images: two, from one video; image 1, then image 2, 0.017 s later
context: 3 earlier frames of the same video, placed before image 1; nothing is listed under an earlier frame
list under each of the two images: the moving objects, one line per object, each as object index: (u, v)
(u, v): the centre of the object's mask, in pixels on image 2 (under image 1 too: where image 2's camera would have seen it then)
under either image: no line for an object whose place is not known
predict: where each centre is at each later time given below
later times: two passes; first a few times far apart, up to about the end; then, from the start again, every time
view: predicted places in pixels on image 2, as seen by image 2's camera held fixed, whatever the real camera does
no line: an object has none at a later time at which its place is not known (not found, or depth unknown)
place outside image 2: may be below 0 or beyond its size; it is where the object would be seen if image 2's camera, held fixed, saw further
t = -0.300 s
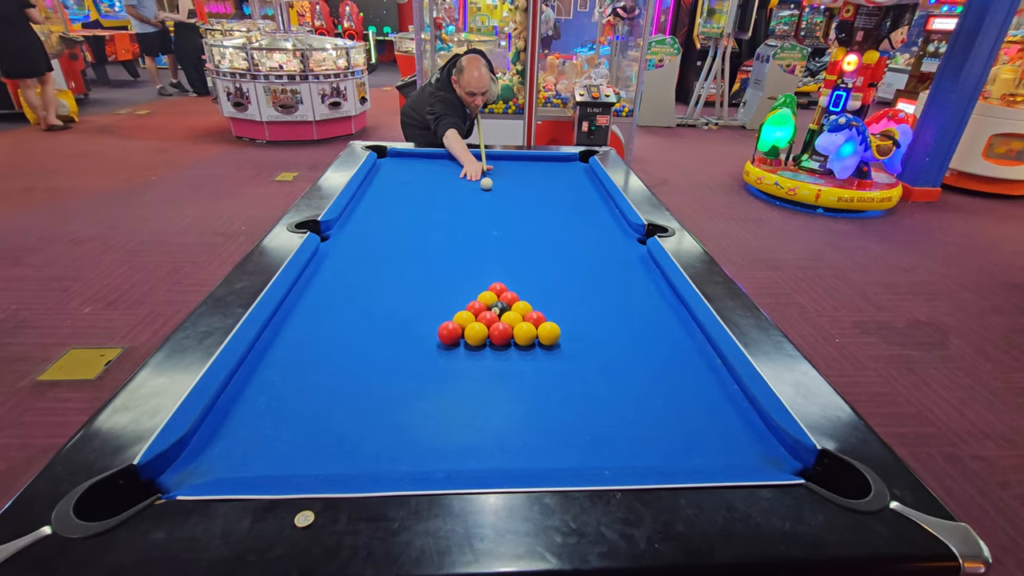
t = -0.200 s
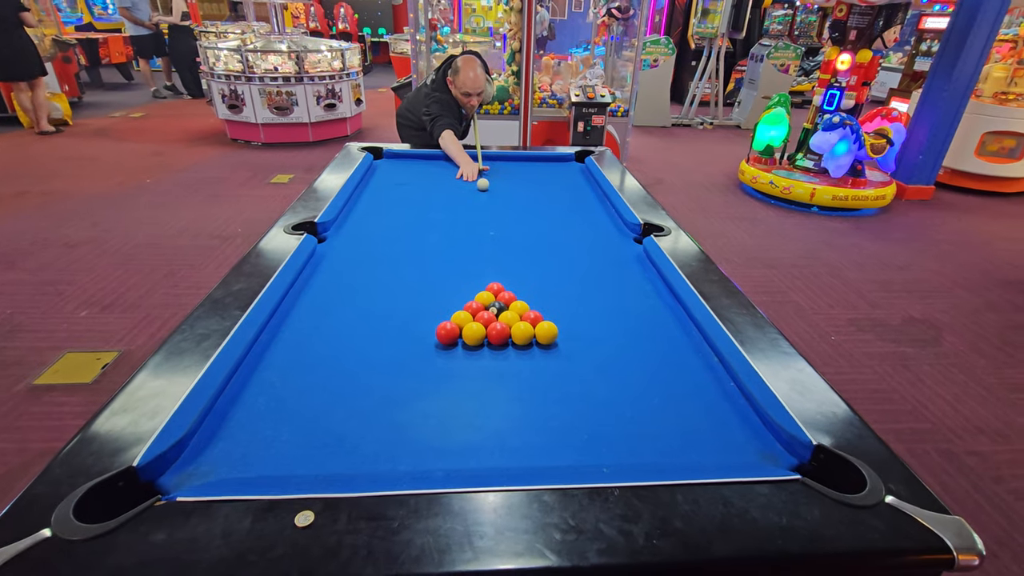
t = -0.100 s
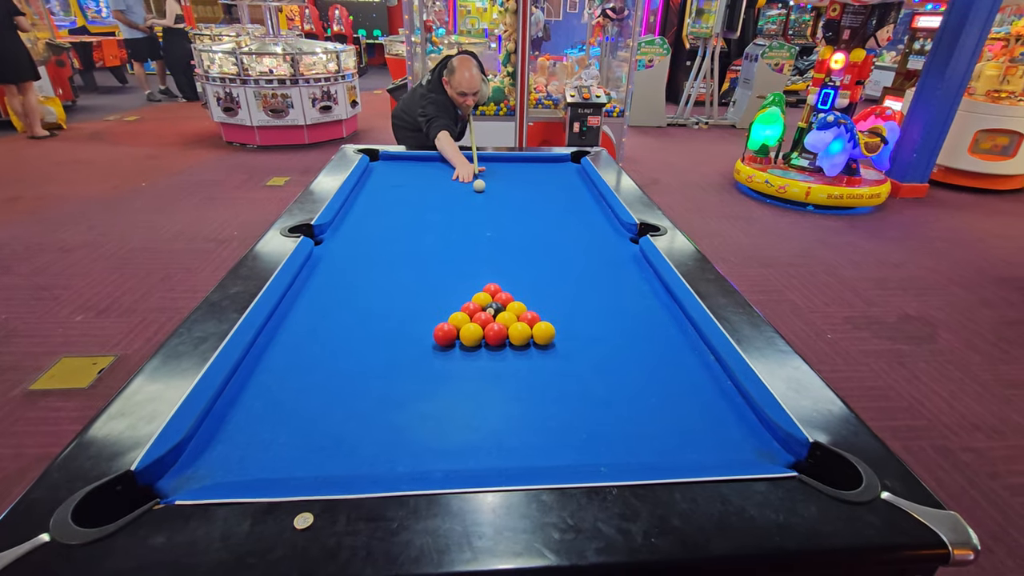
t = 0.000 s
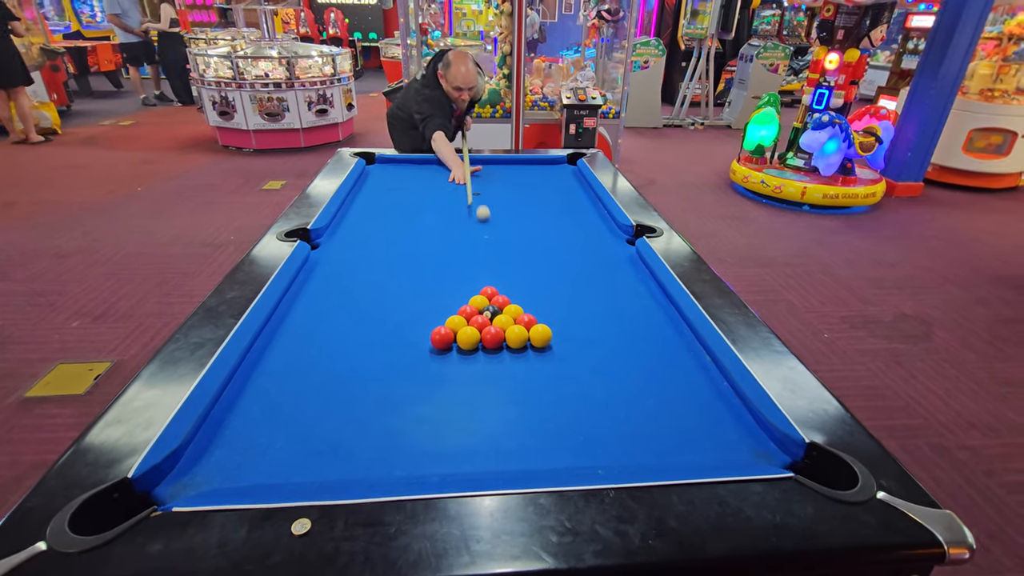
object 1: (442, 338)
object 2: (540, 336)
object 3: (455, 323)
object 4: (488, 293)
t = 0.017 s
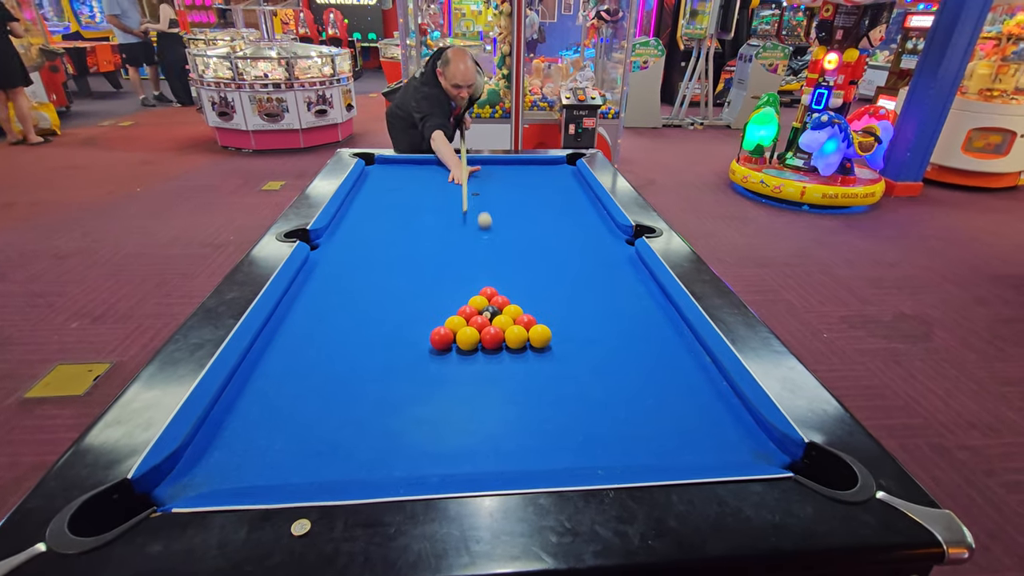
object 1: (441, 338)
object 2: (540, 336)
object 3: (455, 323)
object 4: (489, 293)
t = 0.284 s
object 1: (401, 370)
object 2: (541, 342)
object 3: (448, 326)
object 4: (465, 289)
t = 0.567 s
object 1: (305, 446)
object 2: (546, 361)
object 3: (434, 326)
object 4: (428, 280)
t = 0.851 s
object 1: (251, 433)
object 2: (550, 378)
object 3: (425, 325)
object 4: (396, 271)
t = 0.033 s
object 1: (441, 338)
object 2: (540, 336)
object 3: (455, 323)
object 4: (488, 293)
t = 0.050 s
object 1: (441, 338)
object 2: (540, 336)
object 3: (455, 323)
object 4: (488, 293)
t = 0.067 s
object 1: (441, 338)
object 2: (540, 336)
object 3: (455, 324)
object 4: (488, 293)
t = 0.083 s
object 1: (441, 338)
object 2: (540, 336)
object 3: (455, 323)
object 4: (488, 293)
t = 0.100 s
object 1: (441, 338)
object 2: (540, 336)
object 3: (455, 324)
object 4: (488, 292)
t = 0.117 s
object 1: (441, 338)
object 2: (540, 336)
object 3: (455, 323)
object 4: (488, 293)
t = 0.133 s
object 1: (441, 338)
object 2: (540, 336)
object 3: (455, 323)
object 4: (488, 293)
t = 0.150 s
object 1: (438, 341)
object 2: (540, 336)
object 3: (454, 325)
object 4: (487, 292)
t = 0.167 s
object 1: (433, 345)
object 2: (540, 336)
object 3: (453, 326)
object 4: (484, 292)
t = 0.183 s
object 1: (428, 348)
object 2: (540, 336)
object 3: (453, 327)
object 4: (481, 291)
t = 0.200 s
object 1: (423, 352)
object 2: (540, 336)
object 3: (452, 327)
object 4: (478, 290)
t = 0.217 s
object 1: (419, 356)
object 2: (540, 337)
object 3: (451, 327)
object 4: (475, 290)
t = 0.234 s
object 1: (415, 359)
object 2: (540, 338)
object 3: (450, 327)
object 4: (472, 289)
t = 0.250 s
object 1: (410, 363)
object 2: (541, 340)
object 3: (450, 326)
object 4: (470, 289)
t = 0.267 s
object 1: (405, 367)
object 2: (541, 341)
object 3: (449, 326)
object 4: (467, 289)
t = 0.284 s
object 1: (401, 370)
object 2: (541, 342)
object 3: (448, 326)
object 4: (465, 289)
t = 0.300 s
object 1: (396, 375)
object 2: (541, 343)
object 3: (447, 326)
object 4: (463, 289)
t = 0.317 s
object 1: (391, 378)
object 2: (542, 344)
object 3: (446, 326)
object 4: (461, 289)
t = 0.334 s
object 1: (386, 382)
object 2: (542, 346)
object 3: (445, 326)
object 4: (458, 288)
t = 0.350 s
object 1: (381, 386)
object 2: (543, 347)
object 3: (444, 326)
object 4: (456, 288)
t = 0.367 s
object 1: (376, 390)
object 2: (543, 348)
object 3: (443, 326)
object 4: (454, 287)
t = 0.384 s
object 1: (371, 395)
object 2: (543, 349)
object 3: (442, 326)
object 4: (452, 286)
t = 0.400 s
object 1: (366, 399)
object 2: (544, 350)
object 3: (442, 326)
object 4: (449, 286)
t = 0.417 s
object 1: (360, 403)
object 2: (544, 351)
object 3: (441, 326)
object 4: (447, 285)
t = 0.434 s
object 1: (355, 407)
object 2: (544, 352)
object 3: (440, 326)
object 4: (445, 284)
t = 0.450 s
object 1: (349, 412)
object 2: (544, 353)
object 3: (440, 326)
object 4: (443, 284)
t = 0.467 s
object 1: (343, 416)
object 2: (545, 354)
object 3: (439, 326)
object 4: (441, 283)
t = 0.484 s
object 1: (337, 421)
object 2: (545, 355)
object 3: (438, 326)
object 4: (439, 283)
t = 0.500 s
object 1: (331, 426)
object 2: (545, 356)
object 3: (437, 326)
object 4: (436, 282)
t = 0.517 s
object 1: (325, 431)
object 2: (545, 357)
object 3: (436, 326)
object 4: (434, 281)
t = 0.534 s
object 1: (319, 436)
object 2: (546, 359)
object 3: (436, 326)
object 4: (432, 281)
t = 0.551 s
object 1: (312, 441)
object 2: (546, 360)
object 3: (435, 326)
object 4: (430, 280)
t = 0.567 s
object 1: (305, 446)
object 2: (546, 361)
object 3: (434, 326)
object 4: (428, 280)
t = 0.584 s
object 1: (299, 451)
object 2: (546, 362)
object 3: (434, 326)
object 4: (426, 279)
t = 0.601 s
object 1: (292, 457)
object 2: (547, 363)
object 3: (433, 326)
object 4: (424, 279)
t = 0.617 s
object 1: (285, 462)
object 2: (547, 364)
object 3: (432, 326)
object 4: (422, 278)
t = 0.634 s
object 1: (278, 467)
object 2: (547, 365)
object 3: (431, 326)
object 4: (420, 277)
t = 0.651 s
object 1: (271, 470)
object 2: (547, 366)
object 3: (431, 325)
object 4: (418, 277)
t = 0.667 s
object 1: (266, 470)
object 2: (548, 367)
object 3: (430, 325)
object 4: (417, 276)
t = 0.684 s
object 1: (265, 468)
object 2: (548, 368)
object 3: (430, 325)
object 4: (414, 276)
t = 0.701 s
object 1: (264, 465)
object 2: (548, 369)
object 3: (429, 325)
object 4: (413, 275)
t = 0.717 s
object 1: (262, 461)
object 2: (548, 370)
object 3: (429, 325)
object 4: (411, 275)
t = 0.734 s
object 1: (261, 457)
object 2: (549, 371)
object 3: (428, 325)
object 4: (409, 274)
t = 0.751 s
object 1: (260, 453)
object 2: (549, 372)
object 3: (428, 325)
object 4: (407, 274)
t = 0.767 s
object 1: (258, 450)
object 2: (549, 373)
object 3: (427, 325)
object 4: (405, 273)
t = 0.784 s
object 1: (257, 446)
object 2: (549, 374)
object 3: (427, 325)
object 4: (403, 273)
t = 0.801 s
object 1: (255, 443)
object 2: (549, 375)
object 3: (426, 325)
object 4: (402, 272)
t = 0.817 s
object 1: (254, 439)
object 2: (550, 376)
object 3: (426, 325)
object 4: (400, 272)
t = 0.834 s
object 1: (253, 436)
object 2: (550, 377)
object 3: (425, 325)
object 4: (398, 271)
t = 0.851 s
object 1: (251, 433)
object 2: (550, 378)
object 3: (425, 325)
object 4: (396, 271)
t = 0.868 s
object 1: (250, 430)
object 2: (550, 379)
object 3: (424, 324)
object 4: (395, 270)
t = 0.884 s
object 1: (248, 427)
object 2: (550, 380)
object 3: (424, 325)
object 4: (393, 269)
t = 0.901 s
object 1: (247, 423)
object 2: (550, 380)
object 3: (424, 324)
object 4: (391, 269)
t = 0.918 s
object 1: (246, 420)
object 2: (550, 381)
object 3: (423, 324)
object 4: (390, 268)
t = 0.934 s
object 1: (245, 417)
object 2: (551, 382)
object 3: (423, 324)
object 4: (388, 268)
